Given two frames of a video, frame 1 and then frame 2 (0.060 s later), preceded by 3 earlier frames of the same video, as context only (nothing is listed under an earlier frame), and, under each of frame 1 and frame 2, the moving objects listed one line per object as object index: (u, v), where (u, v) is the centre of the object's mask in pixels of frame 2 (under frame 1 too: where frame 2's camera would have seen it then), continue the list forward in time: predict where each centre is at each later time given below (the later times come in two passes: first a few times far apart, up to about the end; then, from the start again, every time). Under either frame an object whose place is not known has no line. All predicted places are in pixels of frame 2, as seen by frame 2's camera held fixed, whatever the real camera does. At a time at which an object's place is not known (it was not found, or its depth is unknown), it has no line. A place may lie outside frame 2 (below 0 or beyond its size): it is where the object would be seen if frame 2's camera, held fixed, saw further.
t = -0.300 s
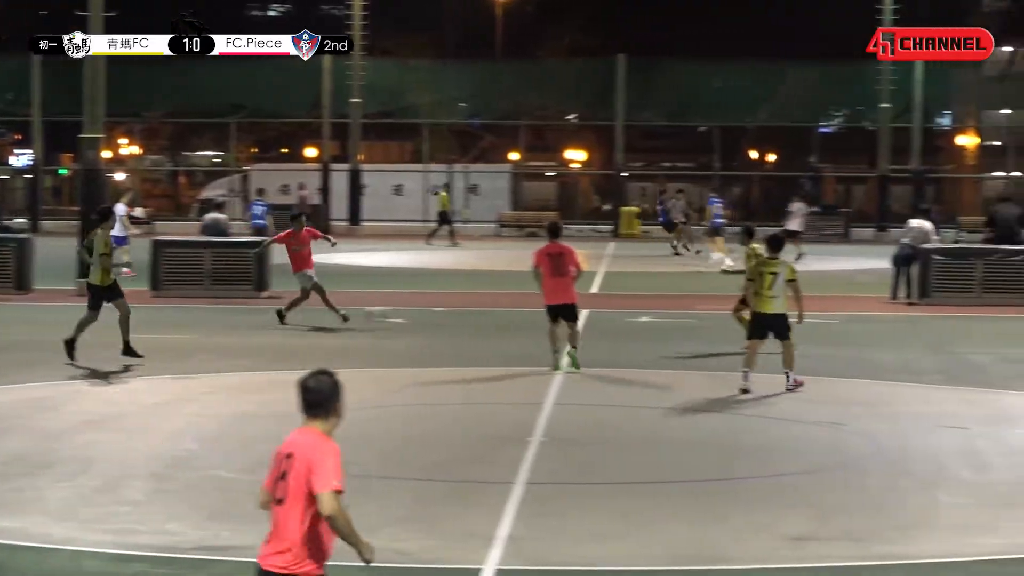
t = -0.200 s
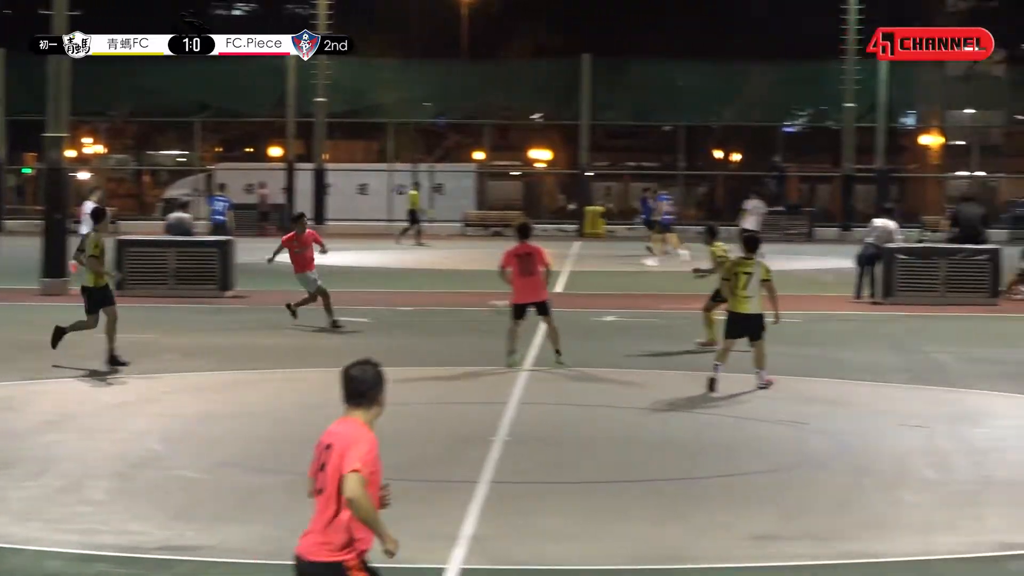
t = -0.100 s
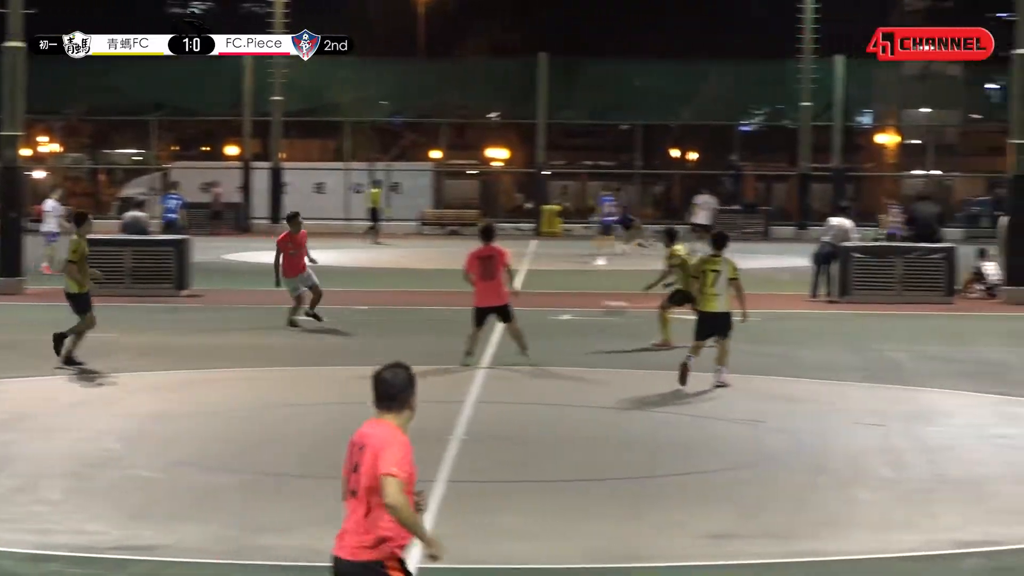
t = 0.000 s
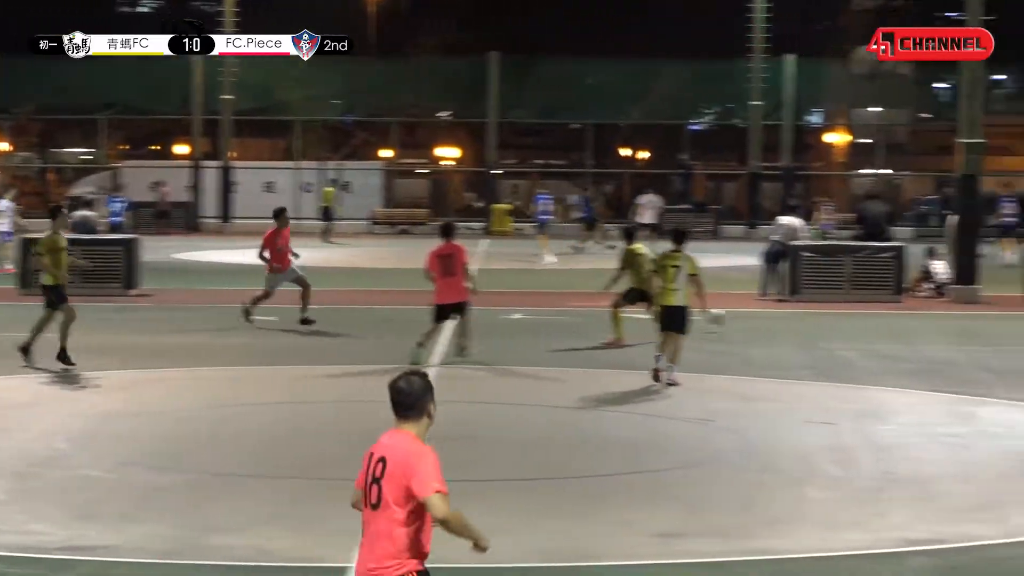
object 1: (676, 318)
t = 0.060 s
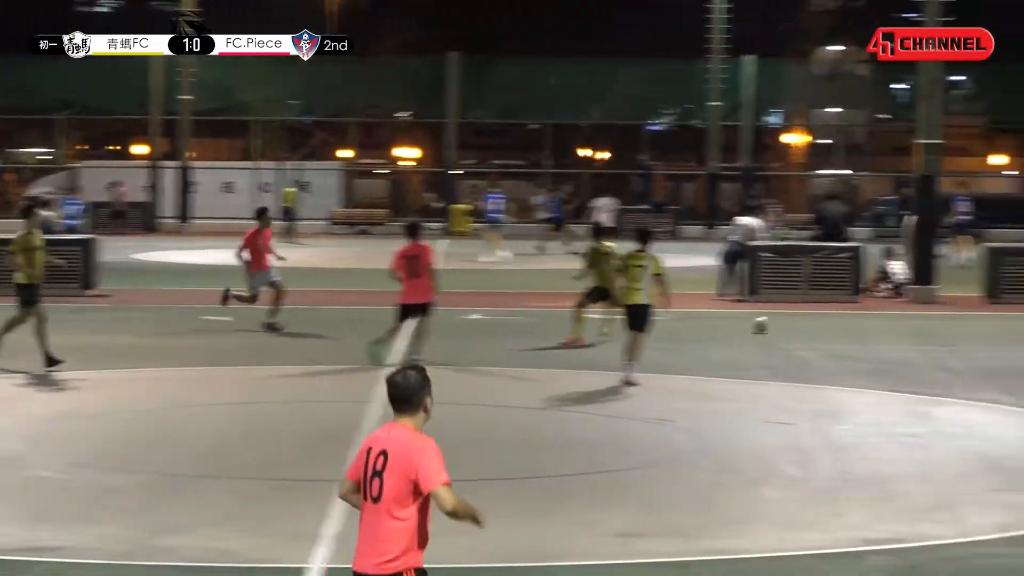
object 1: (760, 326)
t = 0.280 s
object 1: (1014, 317)
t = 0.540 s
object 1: (1259, 319)
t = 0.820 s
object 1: (1535, 342)
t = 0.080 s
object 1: (783, 323)
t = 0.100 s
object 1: (807, 320)
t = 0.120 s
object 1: (829, 318)
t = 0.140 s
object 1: (852, 316)
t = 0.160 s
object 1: (875, 315)
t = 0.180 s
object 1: (899, 314)
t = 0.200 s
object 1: (921, 314)
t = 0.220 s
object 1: (945, 314)
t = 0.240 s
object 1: (968, 314)
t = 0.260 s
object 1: (991, 315)
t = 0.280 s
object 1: (1014, 317)
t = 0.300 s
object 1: (1036, 319)
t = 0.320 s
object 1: (1058, 322)
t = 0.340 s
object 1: (1080, 325)
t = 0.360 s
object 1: (1101, 328)
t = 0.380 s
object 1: (1123, 331)
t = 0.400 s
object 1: (1140, 328)
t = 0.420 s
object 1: (1156, 325)
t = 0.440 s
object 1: (1172, 323)
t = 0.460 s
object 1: (1189, 321)
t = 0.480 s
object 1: (1207, 320)
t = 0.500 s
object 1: (1225, 319)
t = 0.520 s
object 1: (1242, 318)
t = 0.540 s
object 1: (1259, 319)
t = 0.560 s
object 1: (1277, 318)
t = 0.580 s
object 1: (1295, 319)
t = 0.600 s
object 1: (1314, 320)
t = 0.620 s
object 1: (1334, 321)
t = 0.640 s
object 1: (1352, 322)
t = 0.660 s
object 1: (1372, 323)
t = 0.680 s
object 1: (1392, 326)
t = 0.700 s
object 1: (1413, 329)
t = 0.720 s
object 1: (1433, 331)
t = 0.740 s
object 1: (1453, 335)
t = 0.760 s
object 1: (1474, 339)
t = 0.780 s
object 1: (1494, 345)
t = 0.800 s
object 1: (1513, 345)
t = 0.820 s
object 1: (1535, 342)
